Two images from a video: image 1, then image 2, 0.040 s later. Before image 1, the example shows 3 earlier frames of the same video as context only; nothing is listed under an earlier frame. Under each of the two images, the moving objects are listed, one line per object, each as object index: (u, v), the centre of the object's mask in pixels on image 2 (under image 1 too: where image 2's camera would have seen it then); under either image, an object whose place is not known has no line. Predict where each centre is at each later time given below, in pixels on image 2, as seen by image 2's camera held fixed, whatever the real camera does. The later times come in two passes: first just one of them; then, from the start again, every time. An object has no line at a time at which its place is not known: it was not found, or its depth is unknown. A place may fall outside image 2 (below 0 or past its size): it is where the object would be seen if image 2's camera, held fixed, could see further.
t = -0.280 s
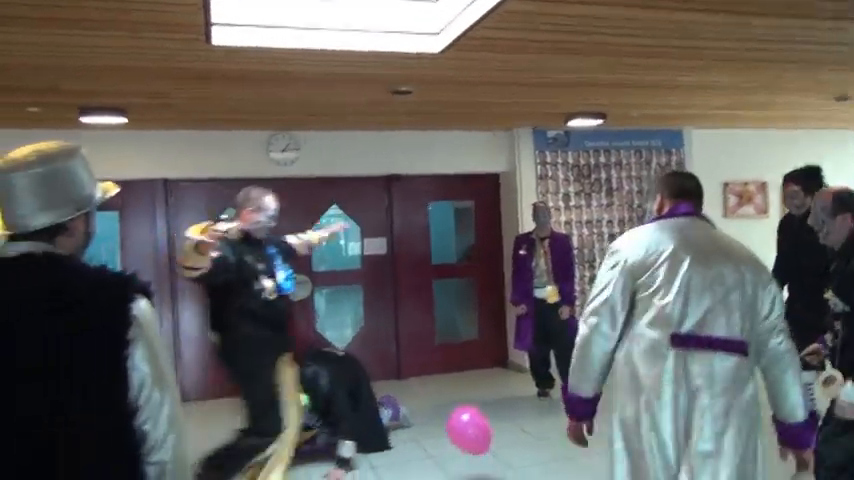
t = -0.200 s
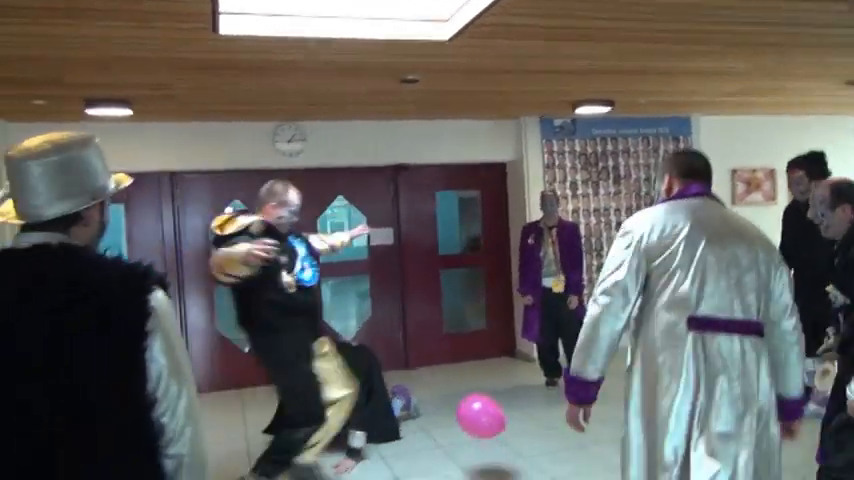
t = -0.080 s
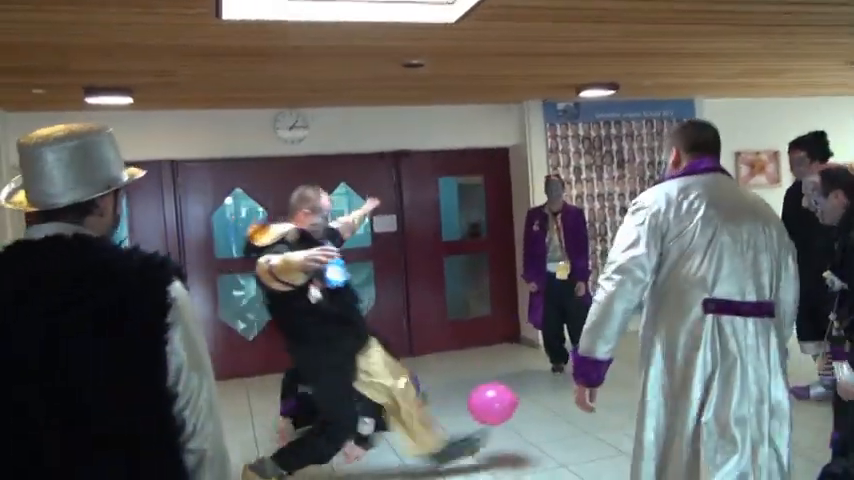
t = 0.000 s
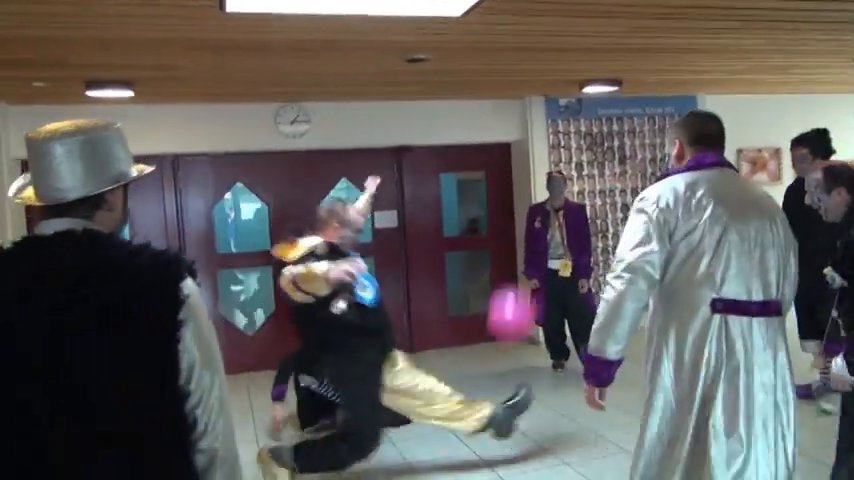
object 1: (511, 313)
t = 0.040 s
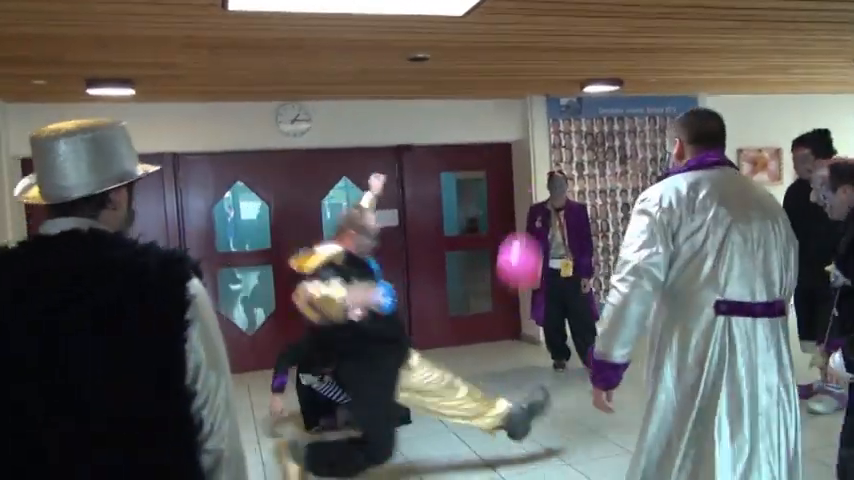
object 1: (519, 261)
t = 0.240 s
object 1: (524, 104)
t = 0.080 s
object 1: (525, 219)
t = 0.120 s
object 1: (528, 179)
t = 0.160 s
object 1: (529, 147)
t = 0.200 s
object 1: (528, 123)
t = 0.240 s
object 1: (524, 104)
